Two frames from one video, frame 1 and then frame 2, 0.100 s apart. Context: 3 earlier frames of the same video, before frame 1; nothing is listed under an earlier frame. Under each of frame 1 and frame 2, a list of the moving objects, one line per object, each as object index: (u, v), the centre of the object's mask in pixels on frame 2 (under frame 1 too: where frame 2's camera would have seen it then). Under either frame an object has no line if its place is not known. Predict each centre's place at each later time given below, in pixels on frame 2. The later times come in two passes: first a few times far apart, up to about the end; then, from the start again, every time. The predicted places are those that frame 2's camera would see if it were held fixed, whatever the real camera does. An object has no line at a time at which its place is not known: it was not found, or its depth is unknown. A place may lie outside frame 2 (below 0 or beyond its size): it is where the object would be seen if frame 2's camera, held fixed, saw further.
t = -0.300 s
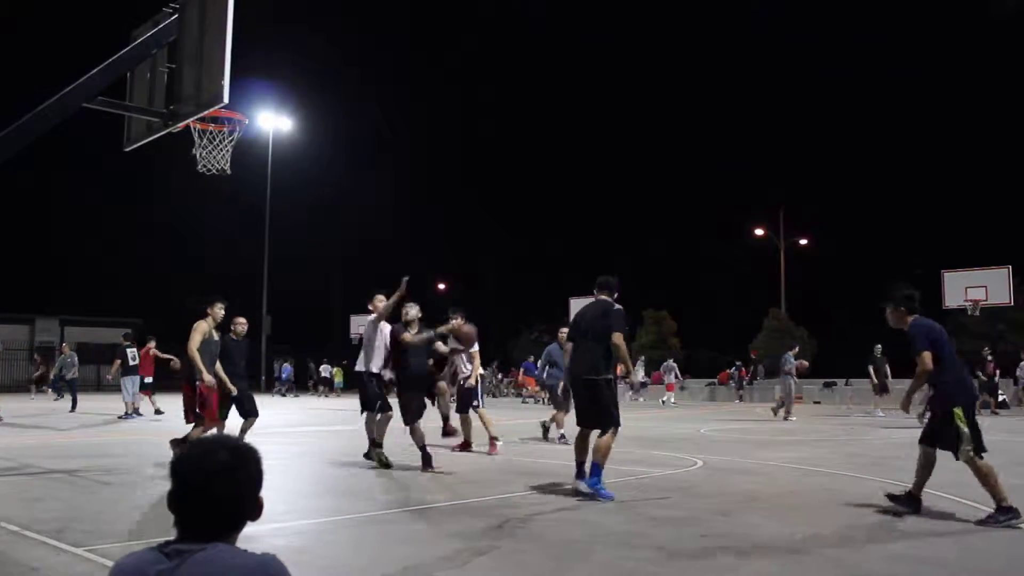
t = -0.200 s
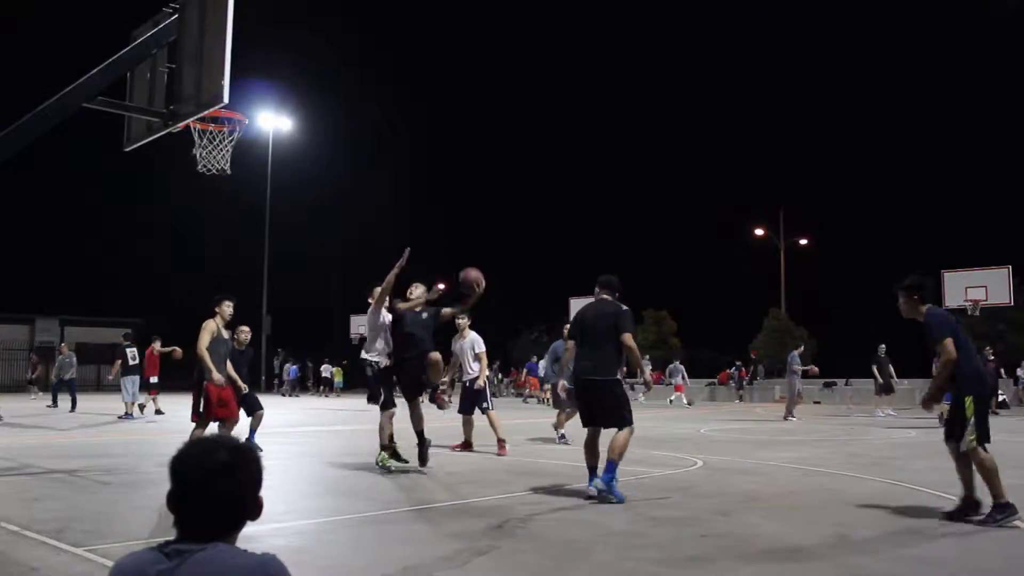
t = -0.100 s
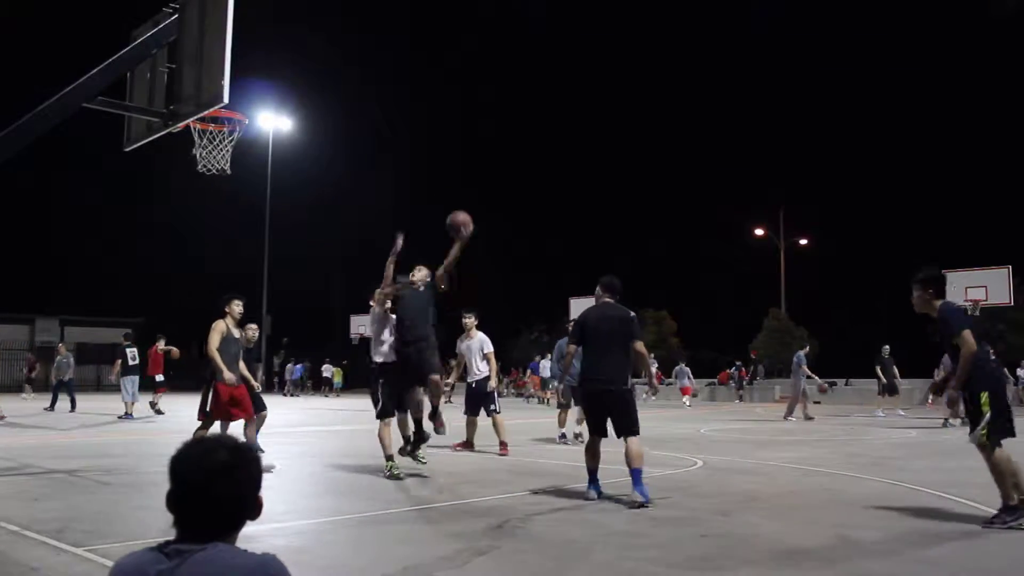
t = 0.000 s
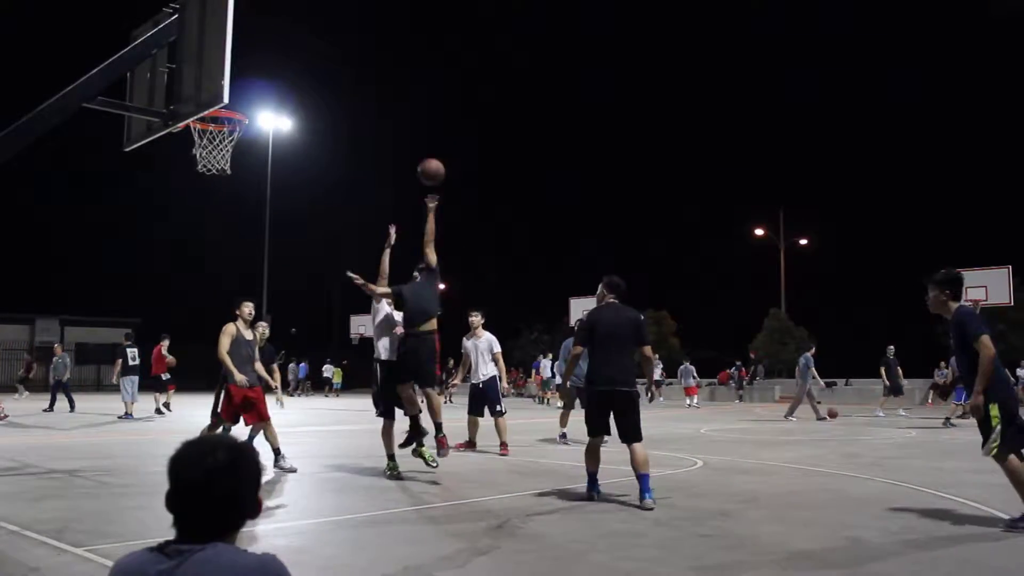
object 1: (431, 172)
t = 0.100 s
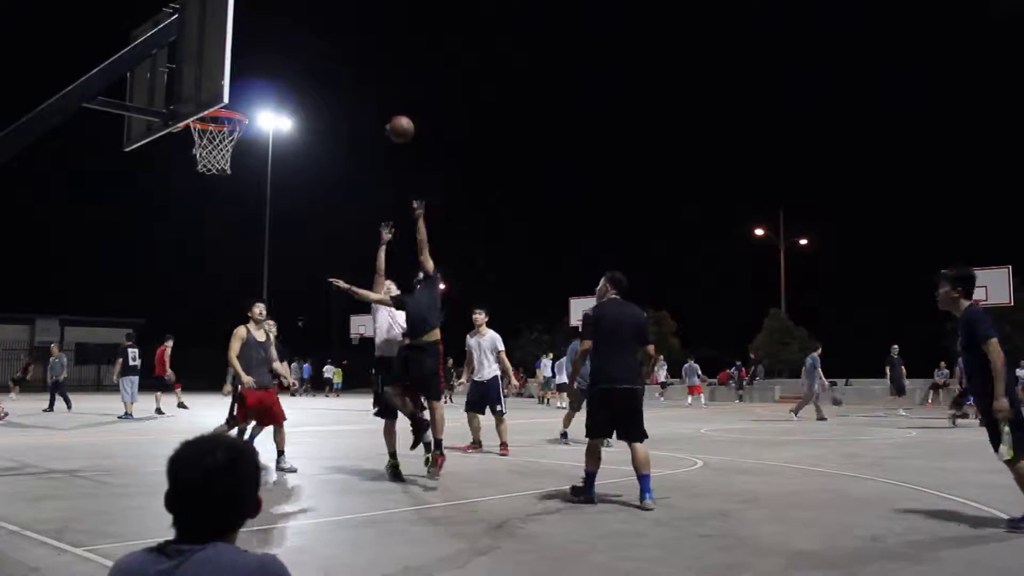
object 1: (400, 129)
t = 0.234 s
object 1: (358, 88)
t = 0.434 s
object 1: (291, 59)
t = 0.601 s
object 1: (237, 67)
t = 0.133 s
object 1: (390, 117)
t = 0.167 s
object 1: (379, 106)
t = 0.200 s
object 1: (369, 96)
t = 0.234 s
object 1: (358, 88)
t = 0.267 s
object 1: (348, 80)
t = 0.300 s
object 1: (337, 74)
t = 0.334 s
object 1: (325, 68)
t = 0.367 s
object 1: (314, 64)
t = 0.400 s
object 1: (303, 61)
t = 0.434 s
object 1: (291, 59)
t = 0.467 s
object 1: (280, 59)
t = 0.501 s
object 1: (267, 58)
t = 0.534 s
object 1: (255, 60)
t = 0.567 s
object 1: (244, 63)
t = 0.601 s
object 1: (237, 67)
